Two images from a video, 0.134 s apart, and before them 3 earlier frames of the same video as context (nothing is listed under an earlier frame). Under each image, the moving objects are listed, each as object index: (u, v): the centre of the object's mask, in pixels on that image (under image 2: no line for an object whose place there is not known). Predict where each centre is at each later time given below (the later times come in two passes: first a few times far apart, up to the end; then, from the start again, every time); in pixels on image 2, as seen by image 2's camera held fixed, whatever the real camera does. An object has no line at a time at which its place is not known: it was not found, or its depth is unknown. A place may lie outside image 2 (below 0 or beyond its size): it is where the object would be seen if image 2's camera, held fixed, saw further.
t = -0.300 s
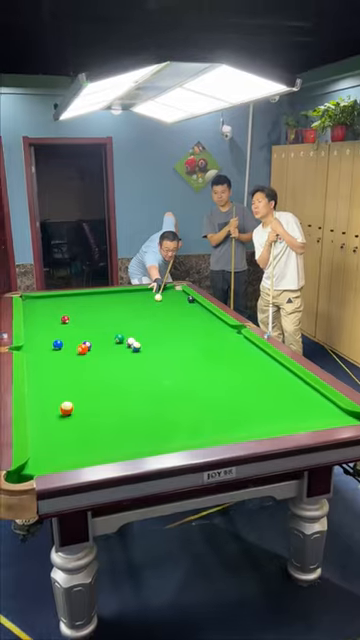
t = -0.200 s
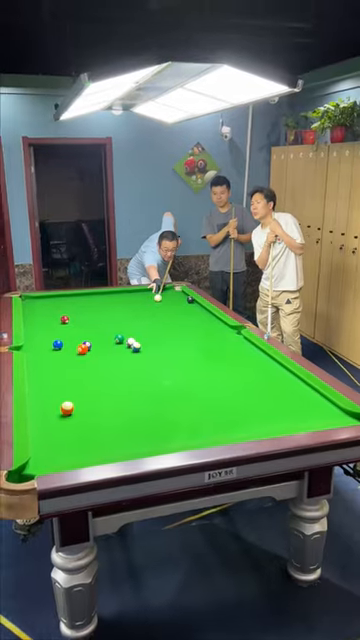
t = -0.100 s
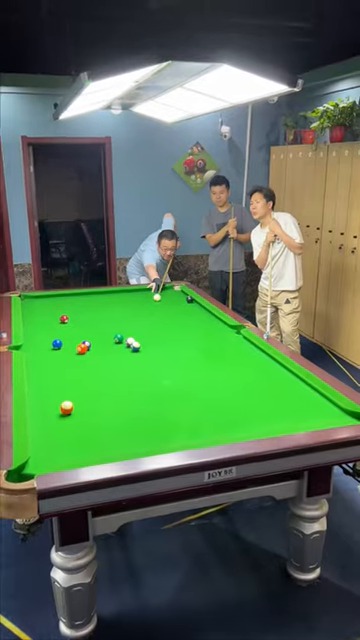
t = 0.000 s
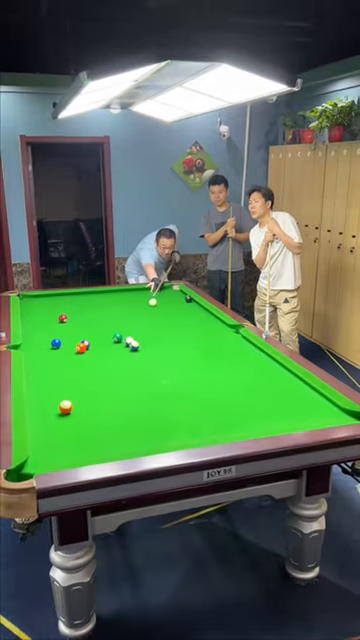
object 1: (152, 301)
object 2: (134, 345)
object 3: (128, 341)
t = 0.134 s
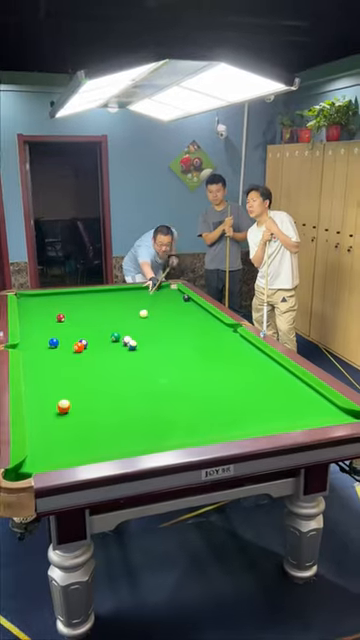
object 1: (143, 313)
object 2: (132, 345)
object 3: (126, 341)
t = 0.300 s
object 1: (133, 331)
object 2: (132, 345)
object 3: (126, 340)
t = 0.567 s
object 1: (130, 342)
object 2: (157, 355)
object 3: (78, 358)
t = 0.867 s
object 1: (127, 354)
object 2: (192, 369)
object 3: (40, 374)
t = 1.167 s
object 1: (124, 367)
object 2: (233, 384)
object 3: (86, 377)
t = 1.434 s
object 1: (132, 376)
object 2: (273, 400)
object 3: (115, 383)
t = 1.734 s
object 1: (159, 381)
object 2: (317, 413)
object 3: (128, 397)
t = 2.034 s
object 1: (185, 386)
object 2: (313, 399)
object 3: (143, 412)
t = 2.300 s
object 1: (208, 390)
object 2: (305, 388)
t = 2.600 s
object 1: (233, 394)
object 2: (287, 380)
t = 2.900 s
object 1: (257, 398)
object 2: (271, 372)
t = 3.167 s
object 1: (278, 401)
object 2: (259, 367)
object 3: (165, 417)
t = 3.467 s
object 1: (300, 405)
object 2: (246, 362)
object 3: (163, 407)
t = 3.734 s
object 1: (319, 408)
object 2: (237, 358)
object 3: (161, 400)
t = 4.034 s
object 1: (339, 411)
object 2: (227, 354)
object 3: (160, 393)
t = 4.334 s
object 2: (219, 350)
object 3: (159, 387)
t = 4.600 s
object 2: (214, 348)
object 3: (158, 383)
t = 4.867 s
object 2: (209, 346)
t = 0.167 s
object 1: (141, 316)
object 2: (132, 345)
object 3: (126, 340)
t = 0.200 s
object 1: (139, 320)
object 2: (132, 345)
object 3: (126, 340)
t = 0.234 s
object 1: (137, 324)
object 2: (132, 345)
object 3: (126, 340)
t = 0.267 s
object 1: (135, 327)
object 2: (133, 345)
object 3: (127, 340)
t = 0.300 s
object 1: (133, 331)
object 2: (132, 345)
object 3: (126, 340)
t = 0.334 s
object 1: (130, 334)
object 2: (132, 345)
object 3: (126, 341)
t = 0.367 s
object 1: (129, 336)
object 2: (133, 345)
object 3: (124, 343)
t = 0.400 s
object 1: (130, 338)
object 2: (138, 347)
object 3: (116, 346)
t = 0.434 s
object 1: (130, 338)
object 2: (142, 349)
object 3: (108, 348)
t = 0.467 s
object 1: (130, 339)
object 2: (146, 351)
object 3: (100, 351)
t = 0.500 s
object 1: (130, 340)
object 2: (149, 352)
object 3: (93, 353)
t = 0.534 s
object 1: (130, 341)
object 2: (153, 353)
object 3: (85, 356)
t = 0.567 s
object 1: (130, 342)
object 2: (157, 355)
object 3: (78, 358)
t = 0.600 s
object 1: (130, 343)
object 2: (161, 356)
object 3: (71, 360)
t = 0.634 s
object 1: (130, 345)
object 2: (165, 358)
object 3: (65, 362)
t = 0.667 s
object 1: (129, 346)
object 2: (169, 359)
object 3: (57, 365)
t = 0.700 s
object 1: (129, 347)
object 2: (173, 361)
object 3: (50, 366)
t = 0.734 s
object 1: (129, 349)
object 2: (177, 363)
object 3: (43, 369)
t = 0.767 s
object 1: (129, 350)
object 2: (181, 364)
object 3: (35, 371)
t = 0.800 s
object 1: (128, 351)
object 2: (185, 366)
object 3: (28, 374)
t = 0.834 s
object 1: (128, 353)
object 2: (189, 367)
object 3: (33, 374)
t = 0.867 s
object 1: (127, 354)
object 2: (192, 369)
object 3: (40, 374)
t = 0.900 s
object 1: (127, 355)
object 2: (197, 370)
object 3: (45, 374)
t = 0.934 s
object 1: (127, 357)
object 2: (201, 372)
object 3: (50, 374)
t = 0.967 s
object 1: (127, 358)
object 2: (206, 374)
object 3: (56, 374)
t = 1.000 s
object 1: (126, 360)
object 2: (210, 375)
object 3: (61, 375)
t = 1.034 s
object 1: (126, 361)
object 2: (215, 378)
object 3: (66, 376)
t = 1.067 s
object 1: (125, 363)
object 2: (219, 379)
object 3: (71, 376)
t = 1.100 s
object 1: (125, 364)
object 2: (223, 380)
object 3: (76, 376)
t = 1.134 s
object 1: (124, 366)
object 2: (228, 383)
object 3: (81, 377)
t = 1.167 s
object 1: (124, 367)
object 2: (233, 384)
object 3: (86, 377)
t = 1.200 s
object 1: (124, 369)
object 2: (238, 386)
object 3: (91, 377)
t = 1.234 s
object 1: (123, 370)
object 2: (242, 388)
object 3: (96, 378)
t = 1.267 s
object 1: (123, 372)
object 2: (247, 390)
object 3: (102, 378)
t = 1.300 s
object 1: (123, 373)
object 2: (252, 392)
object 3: (106, 378)
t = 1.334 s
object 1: (123, 375)
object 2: (257, 394)
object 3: (111, 379)
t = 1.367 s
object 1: (125, 375)
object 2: (262, 396)
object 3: (113, 380)
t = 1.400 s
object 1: (129, 376)
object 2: (268, 398)
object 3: (114, 382)
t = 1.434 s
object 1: (132, 376)
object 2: (273, 400)
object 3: (115, 383)
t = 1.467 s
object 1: (135, 377)
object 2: (277, 401)
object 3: (116, 384)
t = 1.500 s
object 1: (138, 377)
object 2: (283, 403)
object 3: (118, 386)
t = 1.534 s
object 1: (141, 378)
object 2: (289, 407)
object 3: (119, 388)
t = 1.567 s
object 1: (144, 378)
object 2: (294, 408)
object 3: (121, 390)
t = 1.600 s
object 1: (147, 379)
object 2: (300, 410)
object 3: (122, 391)
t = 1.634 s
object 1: (150, 380)
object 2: (305, 413)
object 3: (124, 392)
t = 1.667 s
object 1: (153, 380)
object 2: (311, 414)
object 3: (125, 394)
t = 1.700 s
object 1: (156, 381)
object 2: (316, 415)
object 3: (127, 396)
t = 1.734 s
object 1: (159, 381)
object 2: (317, 413)
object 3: (128, 397)
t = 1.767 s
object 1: (162, 382)
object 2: (317, 413)
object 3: (130, 399)
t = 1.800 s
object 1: (165, 382)
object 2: (316, 412)
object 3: (131, 400)
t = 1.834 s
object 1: (168, 383)
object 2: (316, 410)
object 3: (133, 402)
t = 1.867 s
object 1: (171, 383)
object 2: (315, 408)
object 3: (135, 404)
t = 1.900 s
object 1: (174, 384)
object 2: (314, 406)
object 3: (136, 405)
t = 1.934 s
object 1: (177, 384)
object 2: (314, 405)
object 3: (138, 407)
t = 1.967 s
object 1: (180, 385)
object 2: (314, 402)
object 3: (139, 409)
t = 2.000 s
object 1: (182, 386)
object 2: (314, 401)
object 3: (141, 410)
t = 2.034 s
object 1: (185, 386)
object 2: (313, 399)
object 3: (143, 412)
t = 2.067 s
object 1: (188, 386)
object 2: (313, 397)
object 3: (144, 414)
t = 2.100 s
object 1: (191, 387)
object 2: (312, 396)
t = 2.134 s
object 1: (194, 387)
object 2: (312, 394)
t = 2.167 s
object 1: (197, 388)
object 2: (311, 392)
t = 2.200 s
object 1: (200, 388)
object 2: (311, 391)
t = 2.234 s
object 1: (203, 389)
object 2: (309, 389)
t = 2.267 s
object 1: (206, 389)
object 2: (307, 389)
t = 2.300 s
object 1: (208, 390)
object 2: (305, 388)
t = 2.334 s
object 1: (211, 390)
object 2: (303, 387)
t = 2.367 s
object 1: (214, 391)
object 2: (300, 386)
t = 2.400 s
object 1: (216, 391)
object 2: (299, 385)
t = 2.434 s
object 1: (219, 392)
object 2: (297, 384)
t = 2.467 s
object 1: (222, 392)
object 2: (295, 383)
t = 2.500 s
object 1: (225, 392)
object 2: (293, 382)
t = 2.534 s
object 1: (228, 393)
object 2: (290, 381)
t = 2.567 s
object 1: (230, 393)
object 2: (288, 380)
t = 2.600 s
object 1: (233, 394)
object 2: (287, 380)
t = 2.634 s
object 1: (236, 394)
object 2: (285, 379)
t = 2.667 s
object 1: (239, 395)
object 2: (283, 378)
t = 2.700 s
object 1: (241, 395)
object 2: (281, 377)
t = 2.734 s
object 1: (244, 395)
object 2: (279, 376)
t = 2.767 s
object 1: (246, 396)
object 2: (277, 376)
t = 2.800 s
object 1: (249, 396)
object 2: (276, 375)
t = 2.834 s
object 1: (252, 397)
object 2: (274, 374)
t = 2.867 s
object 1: (254, 397)
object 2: (273, 374)
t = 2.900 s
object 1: (257, 398)
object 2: (271, 372)
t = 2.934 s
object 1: (260, 398)
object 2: (269, 372)
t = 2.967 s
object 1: (263, 399)
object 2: (268, 371)
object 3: (167, 424)
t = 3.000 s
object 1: (265, 399)
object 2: (266, 370)
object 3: (166, 423)
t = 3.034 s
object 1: (268, 400)
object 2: (264, 370)
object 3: (166, 421)
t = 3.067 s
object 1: (271, 400)
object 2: (263, 369)
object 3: (166, 420)
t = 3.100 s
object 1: (273, 401)
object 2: (261, 369)
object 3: (165, 419)
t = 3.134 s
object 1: (276, 401)
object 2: (260, 368)
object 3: (165, 418)
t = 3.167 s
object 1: (278, 401)
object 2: (259, 367)
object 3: (165, 417)
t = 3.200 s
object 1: (281, 402)
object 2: (257, 366)
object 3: (165, 416)
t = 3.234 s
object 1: (283, 402)
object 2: (256, 366)
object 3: (164, 414)
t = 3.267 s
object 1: (286, 403)
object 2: (254, 365)
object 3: (164, 413)
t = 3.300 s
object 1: (288, 403)
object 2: (253, 365)
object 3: (164, 412)
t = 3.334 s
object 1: (291, 403)
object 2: (251, 364)
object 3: (163, 411)
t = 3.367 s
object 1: (293, 404)
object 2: (250, 364)
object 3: (163, 410)
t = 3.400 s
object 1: (295, 404)
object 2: (249, 363)
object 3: (163, 409)
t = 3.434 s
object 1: (298, 405)
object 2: (248, 363)
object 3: (163, 408)
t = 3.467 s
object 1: (300, 405)
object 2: (246, 362)
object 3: (163, 407)
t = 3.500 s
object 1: (303, 406)
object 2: (245, 361)
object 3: (162, 406)
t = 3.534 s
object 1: (305, 406)
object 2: (244, 361)
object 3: (162, 405)
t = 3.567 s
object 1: (308, 406)
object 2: (243, 360)
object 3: (162, 404)
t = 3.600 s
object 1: (310, 407)
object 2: (241, 360)
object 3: (162, 403)
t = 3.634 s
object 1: (312, 407)
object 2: (240, 359)
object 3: (162, 403)
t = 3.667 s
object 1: (314, 408)
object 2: (239, 359)
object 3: (162, 401)
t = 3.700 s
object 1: (317, 408)
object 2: (238, 358)
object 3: (161, 401)
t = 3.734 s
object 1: (319, 408)
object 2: (237, 358)
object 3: (161, 400)
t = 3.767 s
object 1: (321, 409)
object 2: (236, 358)
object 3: (161, 399)
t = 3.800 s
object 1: (323, 409)
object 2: (234, 357)
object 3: (161, 399)
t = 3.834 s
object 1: (326, 410)
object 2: (233, 357)
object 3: (161, 398)
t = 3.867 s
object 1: (328, 410)
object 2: (232, 356)
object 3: (161, 397)
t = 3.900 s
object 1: (330, 410)
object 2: (231, 356)
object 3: (160, 396)
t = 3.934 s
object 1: (332, 410)
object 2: (230, 355)
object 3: (160, 394)
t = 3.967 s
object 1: (334, 410)
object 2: (229, 355)
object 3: (160, 394)
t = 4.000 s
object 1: (337, 410)
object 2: (228, 354)
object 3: (160, 393)
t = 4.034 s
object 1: (339, 411)
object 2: (227, 354)
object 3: (160, 393)
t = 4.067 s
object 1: (341, 411)
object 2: (226, 354)
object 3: (159, 392)
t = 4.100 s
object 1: (343, 411)
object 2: (225, 354)
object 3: (160, 392)
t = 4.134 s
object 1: (345, 412)
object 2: (225, 353)
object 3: (159, 391)
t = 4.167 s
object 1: (347, 412)
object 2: (224, 353)
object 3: (159, 390)
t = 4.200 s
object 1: (347, 412)
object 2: (223, 352)
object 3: (159, 390)
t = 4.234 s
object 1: (349, 413)
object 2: (222, 352)
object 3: (159, 389)
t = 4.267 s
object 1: (350, 414)
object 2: (221, 351)
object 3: (159, 389)
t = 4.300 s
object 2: (221, 351)
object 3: (159, 388)
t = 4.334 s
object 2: (219, 350)
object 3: (159, 387)
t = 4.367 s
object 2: (219, 350)
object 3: (159, 386)
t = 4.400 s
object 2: (218, 350)
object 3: (158, 386)
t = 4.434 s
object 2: (217, 350)
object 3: (158, 385)
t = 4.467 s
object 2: (216, 350)
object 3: (158, 385)
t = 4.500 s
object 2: (216, 349)
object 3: (158, 384)
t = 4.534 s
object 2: (215, 349)
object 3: (158, 384)
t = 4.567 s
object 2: (215, 349)
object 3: (158, 384)
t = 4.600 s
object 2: (214, 348)
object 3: (158, 383)
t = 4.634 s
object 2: (213, 348)
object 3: (158, 382)
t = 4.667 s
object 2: (213, 348)
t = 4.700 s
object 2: (212, 347)
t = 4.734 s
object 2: (211, 347)
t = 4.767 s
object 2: (211, 347)
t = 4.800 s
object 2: (210, 347)
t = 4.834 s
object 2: (210, 346)
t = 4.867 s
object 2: (209, 346)
